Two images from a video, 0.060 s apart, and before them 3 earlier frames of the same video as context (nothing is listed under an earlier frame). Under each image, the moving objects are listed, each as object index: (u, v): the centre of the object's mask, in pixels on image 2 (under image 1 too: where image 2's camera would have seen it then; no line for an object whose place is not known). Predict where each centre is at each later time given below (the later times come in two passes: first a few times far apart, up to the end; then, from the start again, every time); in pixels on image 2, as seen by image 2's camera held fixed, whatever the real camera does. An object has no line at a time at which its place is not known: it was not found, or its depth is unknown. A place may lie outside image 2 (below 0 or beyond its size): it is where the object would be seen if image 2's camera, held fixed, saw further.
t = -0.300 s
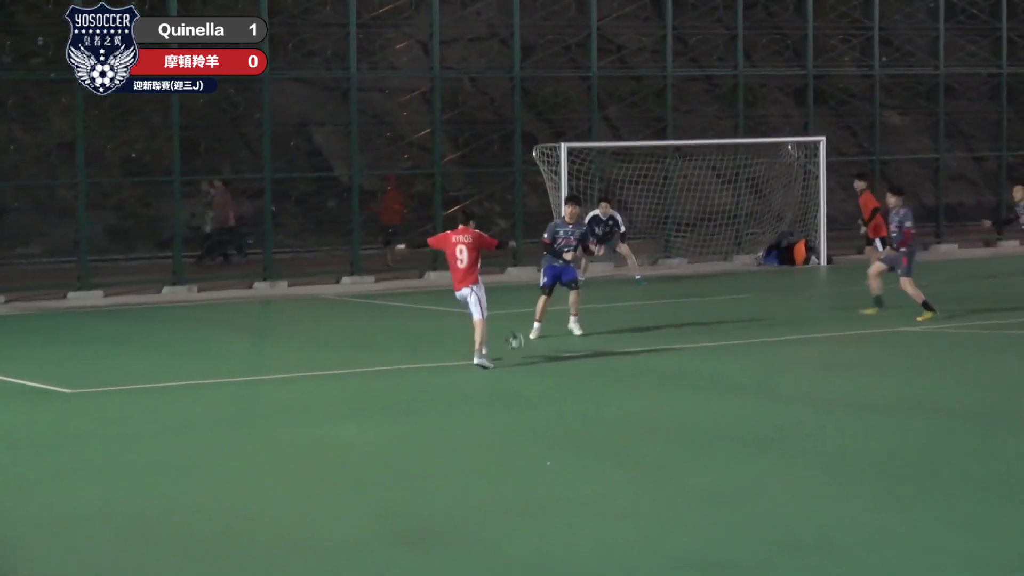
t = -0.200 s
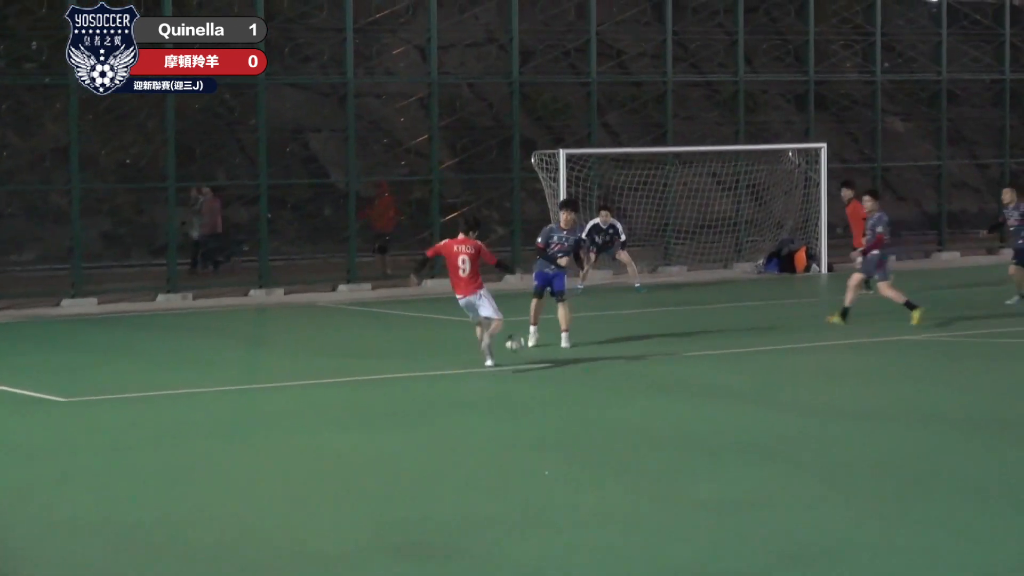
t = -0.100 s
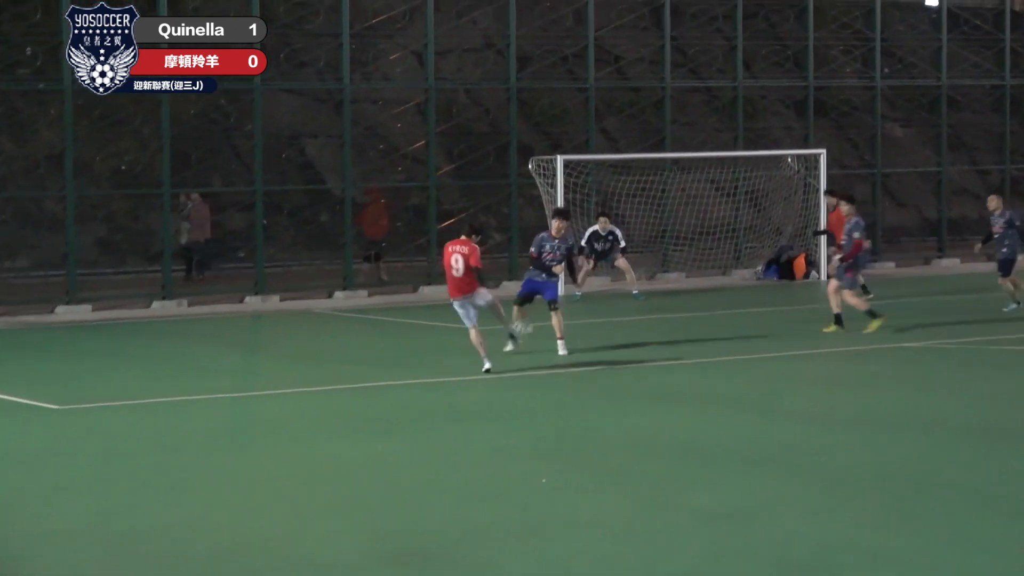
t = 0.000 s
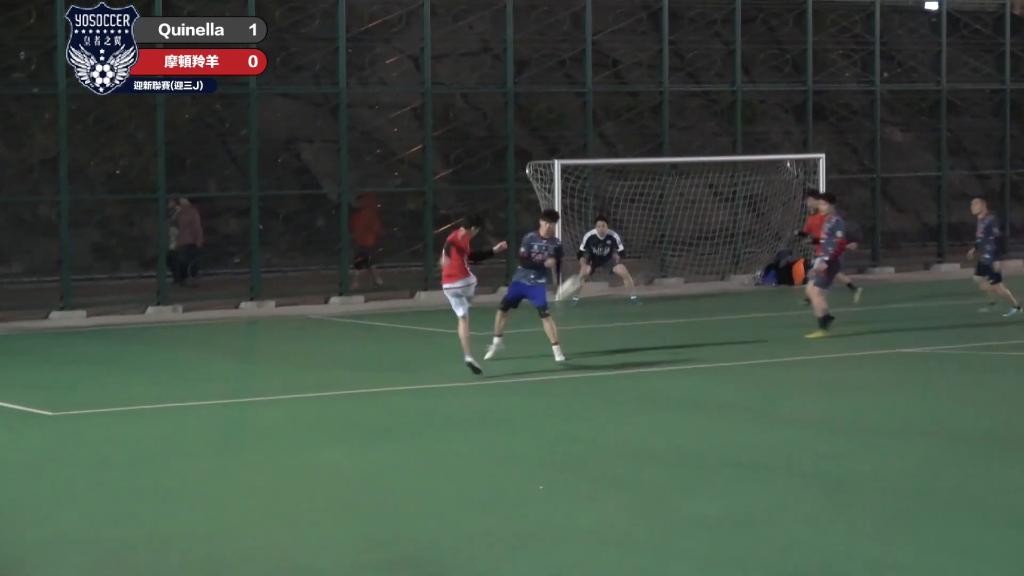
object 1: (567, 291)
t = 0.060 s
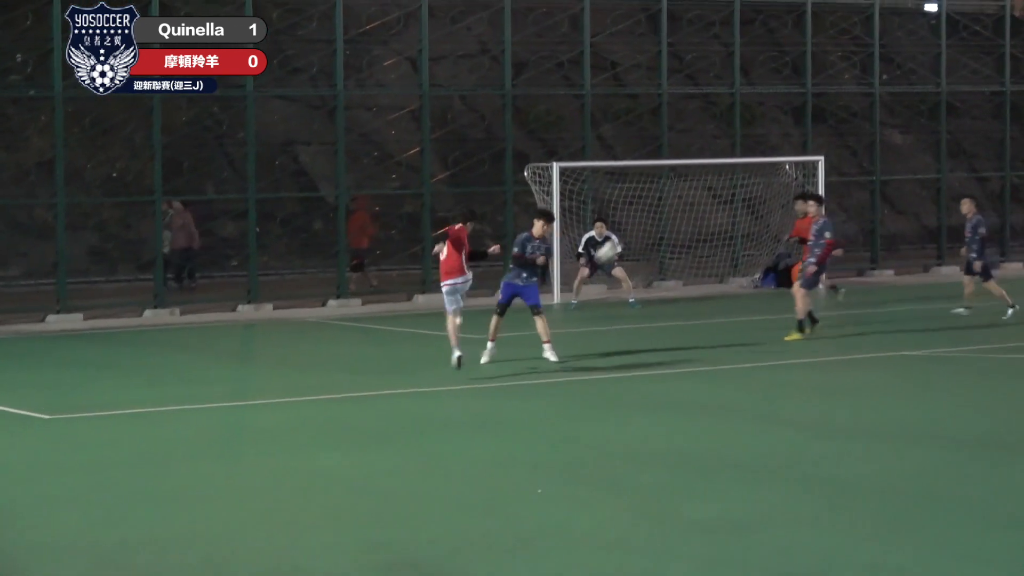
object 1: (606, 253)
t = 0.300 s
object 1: (775, 125)
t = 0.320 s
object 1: (788, 117)
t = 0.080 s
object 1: (623, 238)
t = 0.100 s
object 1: (635, 227)
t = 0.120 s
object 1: (650, 215)
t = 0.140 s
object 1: (663, 205)
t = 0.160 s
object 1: (676, 193)
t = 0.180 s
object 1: (691, 182)
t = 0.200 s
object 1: (704, 173)
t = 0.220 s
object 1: (716, 162)
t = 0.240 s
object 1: (733, 151)
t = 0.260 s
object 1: (746, 143)
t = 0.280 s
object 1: (760, 134)
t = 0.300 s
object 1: (775, 125)
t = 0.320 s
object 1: (788, 117)
